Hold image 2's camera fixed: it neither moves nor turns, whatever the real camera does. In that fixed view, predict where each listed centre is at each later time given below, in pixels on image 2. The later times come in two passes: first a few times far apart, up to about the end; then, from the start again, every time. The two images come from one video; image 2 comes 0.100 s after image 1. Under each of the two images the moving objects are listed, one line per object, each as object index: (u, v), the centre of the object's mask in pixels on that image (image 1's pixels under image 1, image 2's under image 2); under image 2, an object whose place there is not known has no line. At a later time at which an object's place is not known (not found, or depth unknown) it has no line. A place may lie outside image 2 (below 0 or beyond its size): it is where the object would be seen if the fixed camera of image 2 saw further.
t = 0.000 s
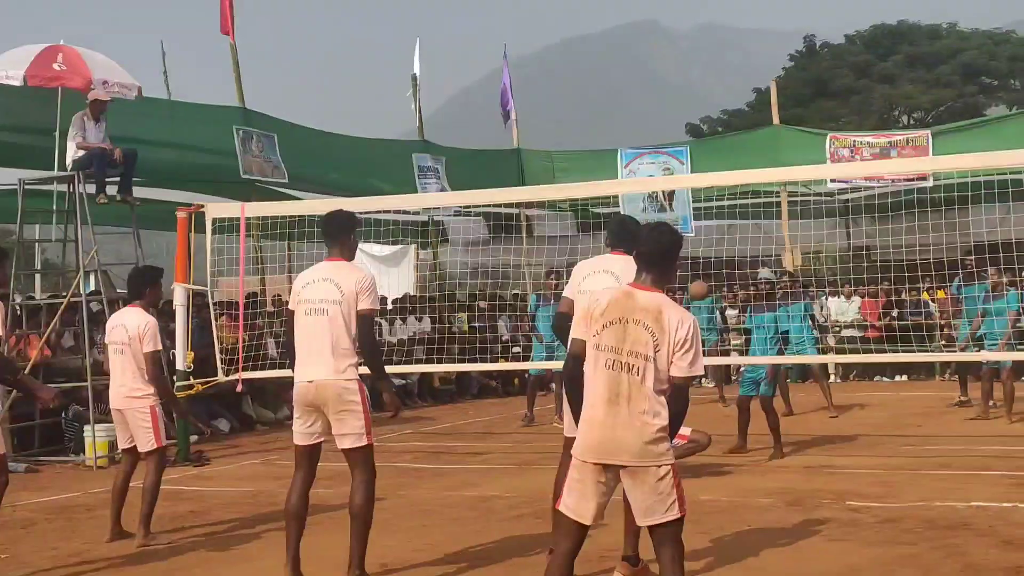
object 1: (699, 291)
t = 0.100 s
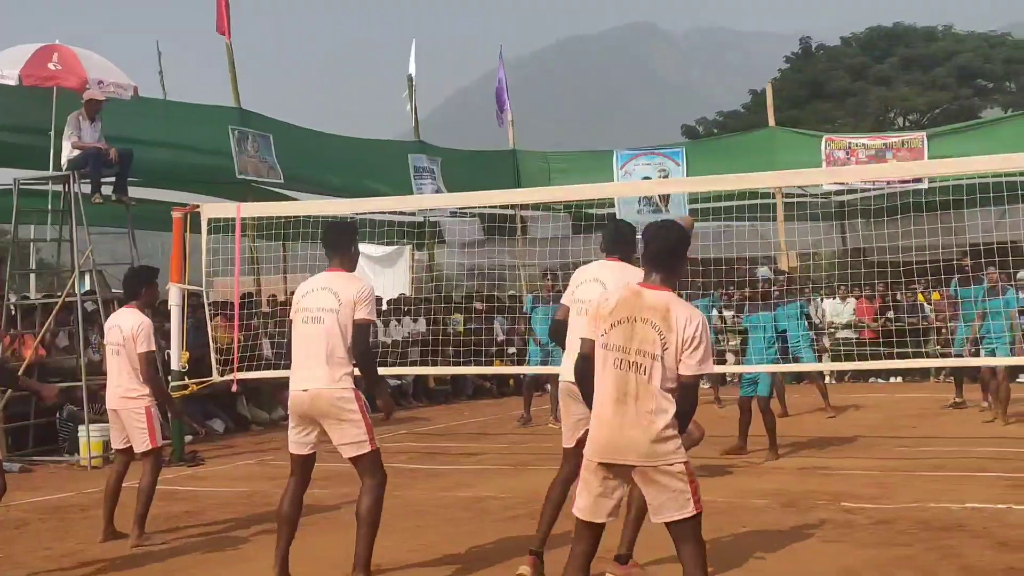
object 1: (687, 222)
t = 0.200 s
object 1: (673, 170)
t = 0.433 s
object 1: (652, 84)
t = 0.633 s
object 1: (636, 64)
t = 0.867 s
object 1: (615, 108)
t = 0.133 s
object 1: (680, 206)
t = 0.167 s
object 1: (676, 187)
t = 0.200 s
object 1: (673, 170)
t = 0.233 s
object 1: (670, 153)
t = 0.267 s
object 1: (667, 138)
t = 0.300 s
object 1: (664, 125)
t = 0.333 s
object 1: (661, 112)
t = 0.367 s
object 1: (658, 102)
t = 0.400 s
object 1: (655, 93)
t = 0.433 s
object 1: (652, 84)
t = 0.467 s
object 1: (649, 77)
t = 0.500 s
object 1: (646, 72)
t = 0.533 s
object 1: (643, 68)
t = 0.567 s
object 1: (640, 65)
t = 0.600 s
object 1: (637, 64)
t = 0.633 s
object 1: (636, 64)
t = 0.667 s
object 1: (632, 66)
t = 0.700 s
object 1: (629, 69)
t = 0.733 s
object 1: (626, 73)
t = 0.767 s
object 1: (623, 80)
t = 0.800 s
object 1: (620, 88)
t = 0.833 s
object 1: (618, 97)
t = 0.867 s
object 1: (615, 108)
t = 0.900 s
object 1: (612, 121)
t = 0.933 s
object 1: (609, 135)
